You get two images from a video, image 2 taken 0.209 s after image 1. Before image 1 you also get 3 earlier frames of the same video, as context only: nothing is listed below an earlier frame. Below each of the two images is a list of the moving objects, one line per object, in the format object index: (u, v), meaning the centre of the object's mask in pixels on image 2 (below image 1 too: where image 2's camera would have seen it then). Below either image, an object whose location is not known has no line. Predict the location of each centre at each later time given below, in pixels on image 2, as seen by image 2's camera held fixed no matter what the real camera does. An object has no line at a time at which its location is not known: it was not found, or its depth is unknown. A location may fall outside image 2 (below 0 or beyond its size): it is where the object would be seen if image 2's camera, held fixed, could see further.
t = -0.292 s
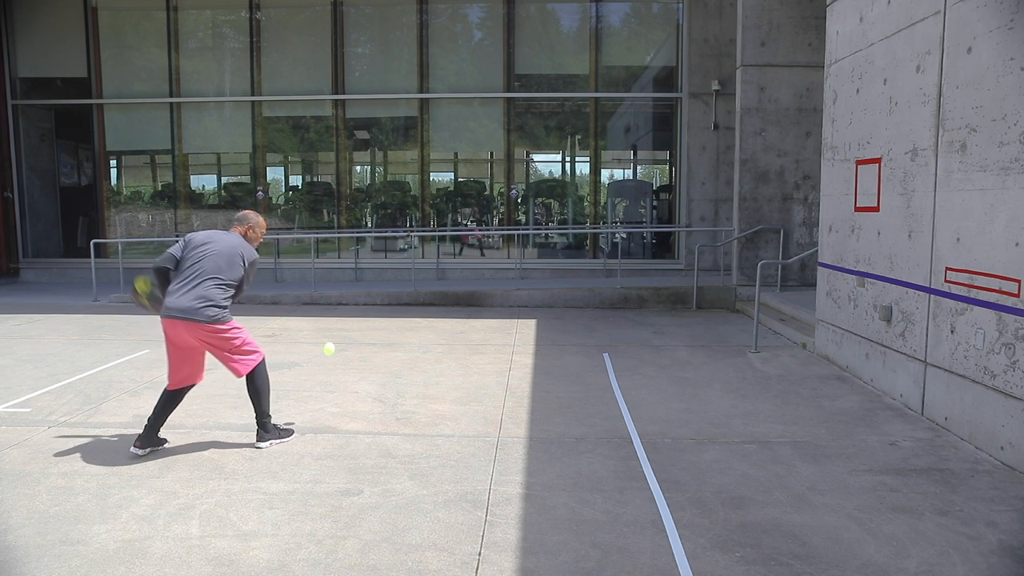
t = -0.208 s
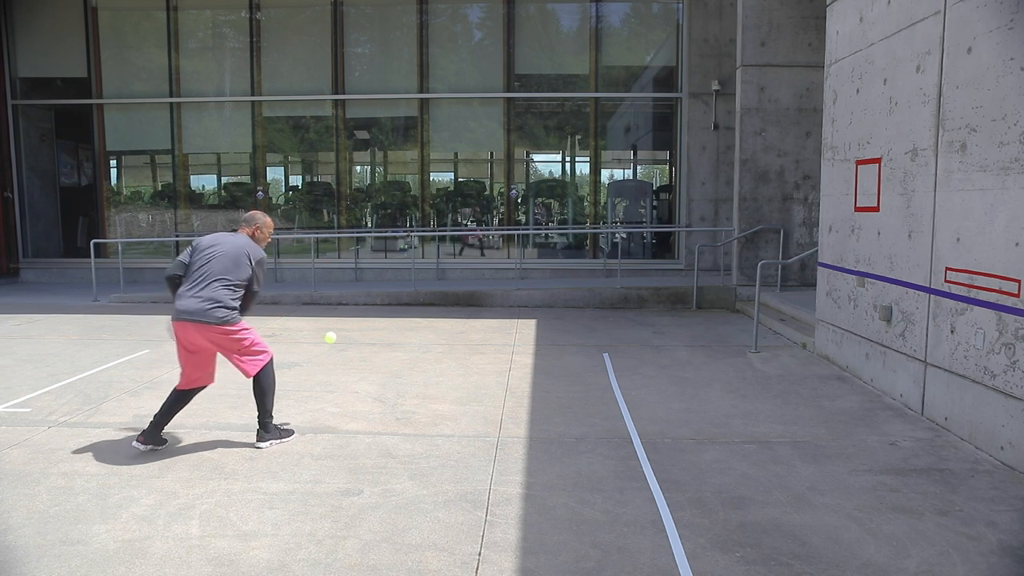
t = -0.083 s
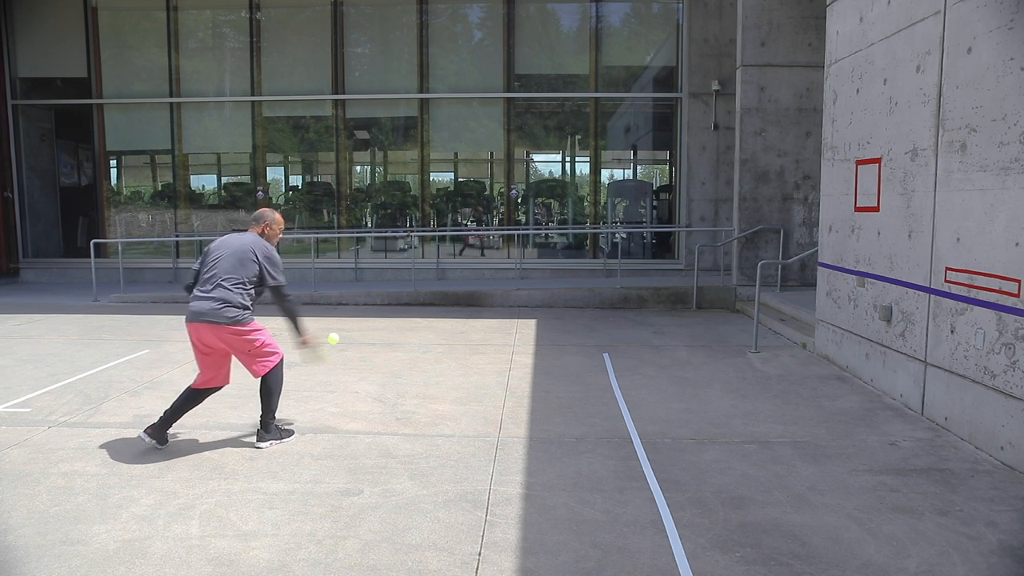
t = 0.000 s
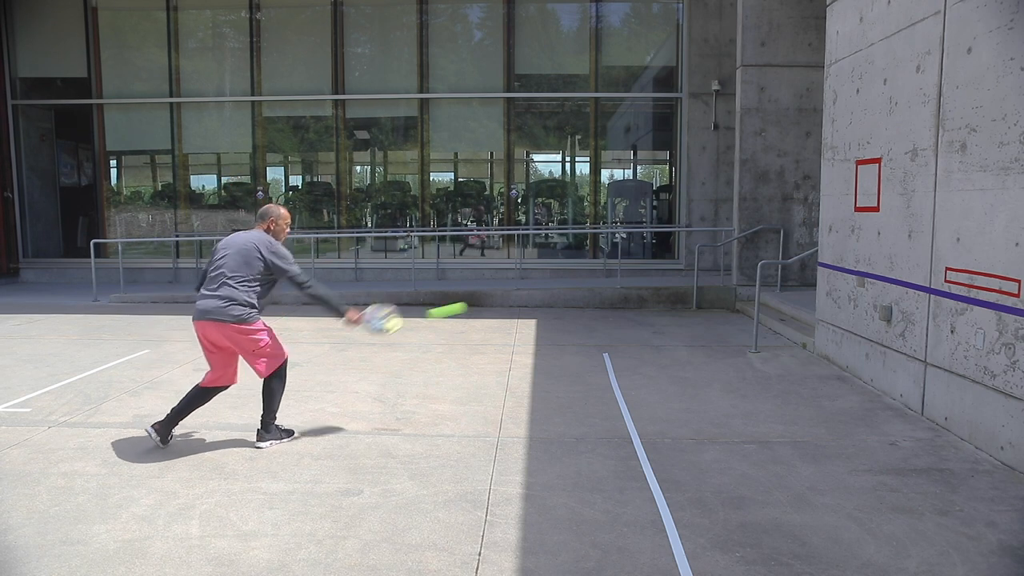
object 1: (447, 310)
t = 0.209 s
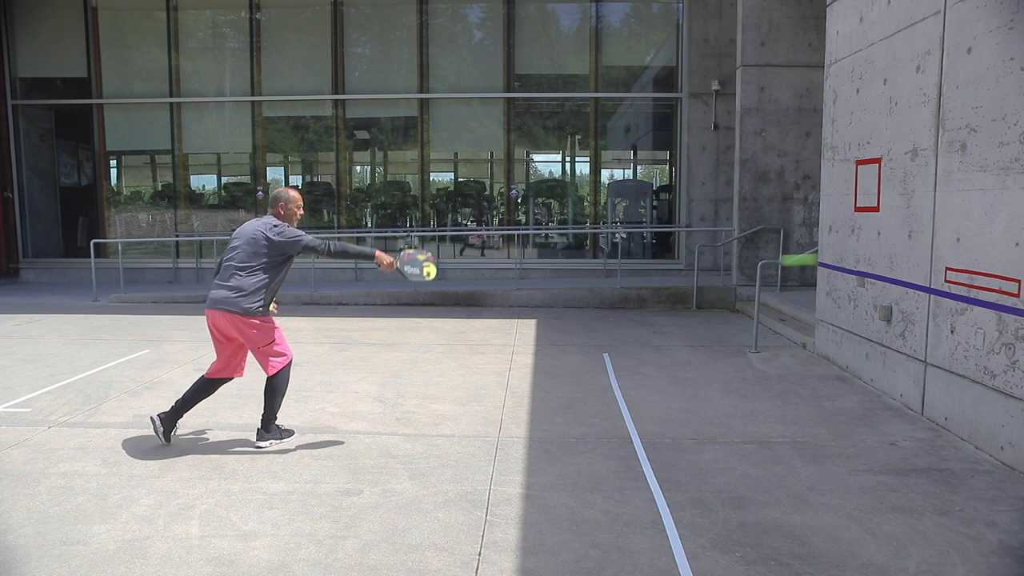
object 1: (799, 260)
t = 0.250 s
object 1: (866, 258)
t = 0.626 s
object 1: (692, 343)
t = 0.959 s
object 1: (501, 368)
